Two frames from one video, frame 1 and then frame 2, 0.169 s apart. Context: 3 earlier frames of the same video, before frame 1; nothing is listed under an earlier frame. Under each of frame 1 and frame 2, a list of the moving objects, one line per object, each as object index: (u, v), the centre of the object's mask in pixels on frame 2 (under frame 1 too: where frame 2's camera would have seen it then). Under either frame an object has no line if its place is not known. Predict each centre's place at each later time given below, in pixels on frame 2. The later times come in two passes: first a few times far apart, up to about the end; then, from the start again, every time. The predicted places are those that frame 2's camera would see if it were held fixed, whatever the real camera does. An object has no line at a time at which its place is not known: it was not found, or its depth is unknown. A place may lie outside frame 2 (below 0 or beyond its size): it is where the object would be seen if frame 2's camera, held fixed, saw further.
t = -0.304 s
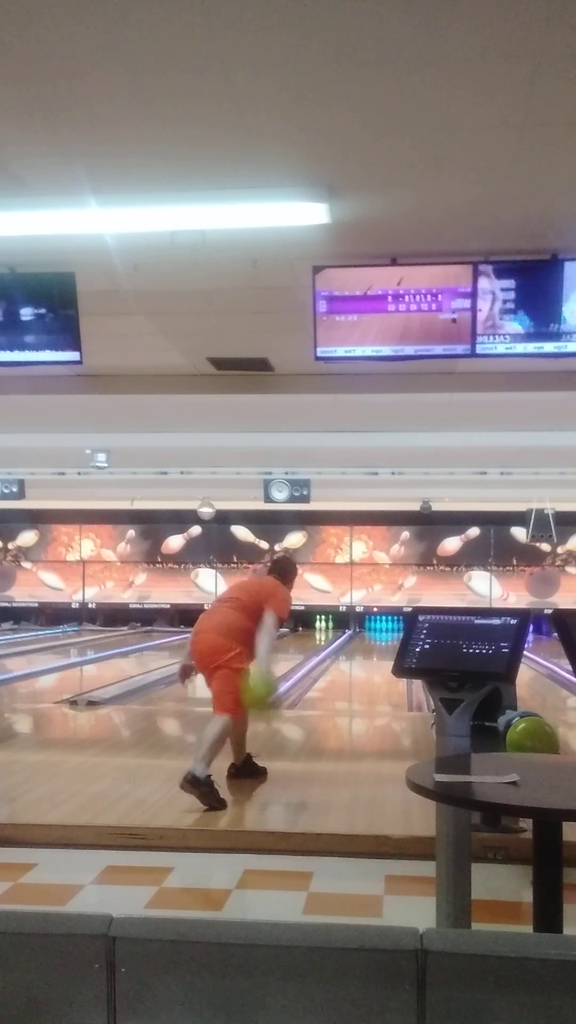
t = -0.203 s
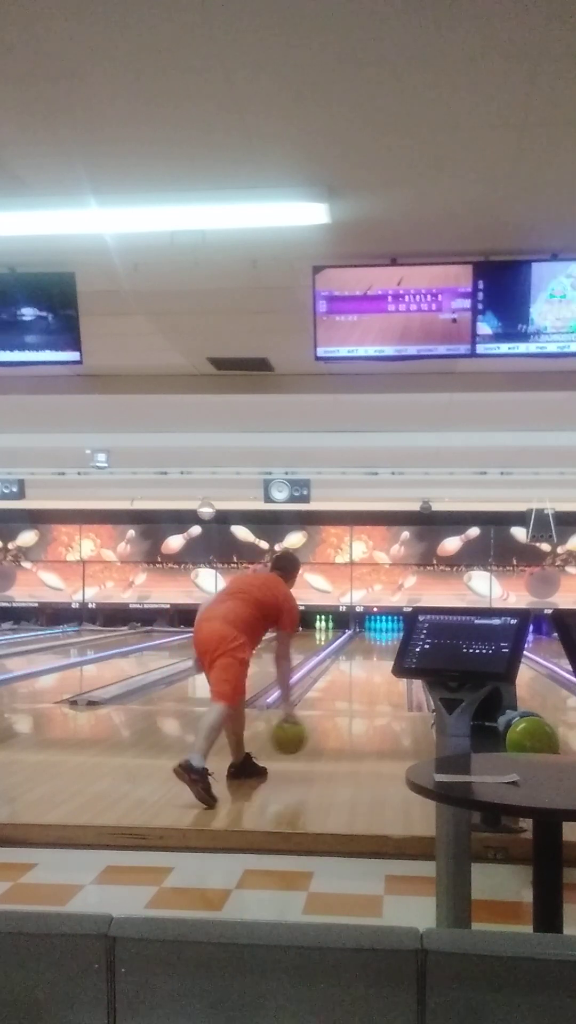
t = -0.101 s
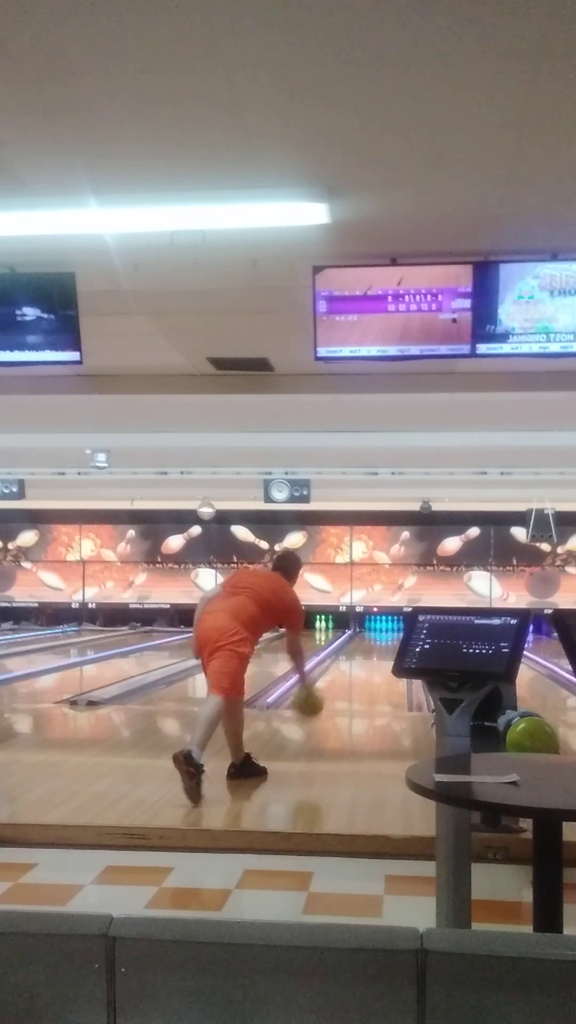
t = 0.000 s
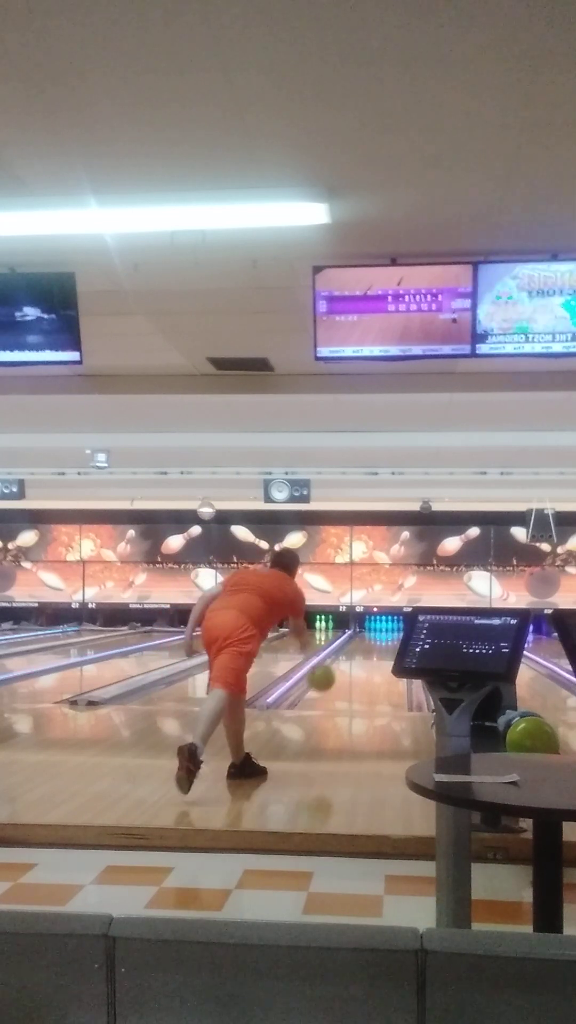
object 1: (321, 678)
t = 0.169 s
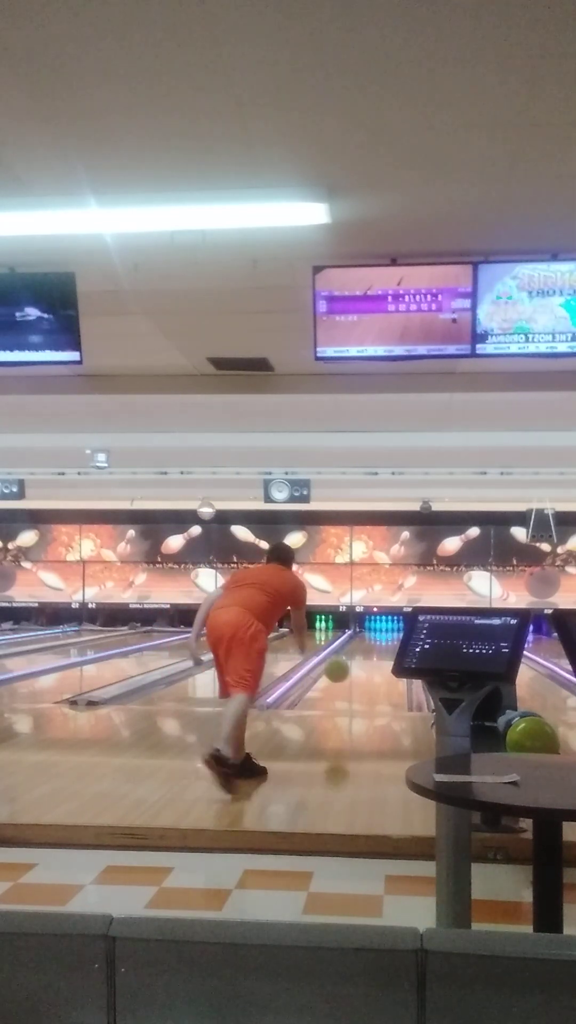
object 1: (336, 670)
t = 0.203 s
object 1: (339, 672)
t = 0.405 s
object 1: (352, 688)
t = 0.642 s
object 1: (364, 678)
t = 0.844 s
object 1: (372, 669)
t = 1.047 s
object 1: (378, 661)
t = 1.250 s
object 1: (382, 655)
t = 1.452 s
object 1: (386, 651)
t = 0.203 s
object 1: (339, 672)
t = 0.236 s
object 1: (342, 676)
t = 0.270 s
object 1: (344, 681)
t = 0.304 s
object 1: (346, 686)
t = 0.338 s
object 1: (349, 693)
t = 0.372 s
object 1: (351, 692)
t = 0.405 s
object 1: (352, 688)
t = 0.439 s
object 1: (354, 685)
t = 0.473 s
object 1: (356, 683)
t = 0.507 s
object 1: (358, 682)
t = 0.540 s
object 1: (359, 682)
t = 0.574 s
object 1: (361, 681)
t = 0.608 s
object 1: (363, 679)
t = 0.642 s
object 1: (364, 678)
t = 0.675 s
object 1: (366, 676)
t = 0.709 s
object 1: (367, 675)
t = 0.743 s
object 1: (369, 673)
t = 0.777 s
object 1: (370, 671)
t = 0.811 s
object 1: (371, 670)
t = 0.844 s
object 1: (372, 669)
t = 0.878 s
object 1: (373, 667)
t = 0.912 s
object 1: (374, 666)
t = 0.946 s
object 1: (375, 665)
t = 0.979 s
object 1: (376, 664)
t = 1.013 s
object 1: (377, 662)
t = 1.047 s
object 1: (378, 661)
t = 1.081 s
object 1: (378, 660)
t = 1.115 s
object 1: (379, 659)
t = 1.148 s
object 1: (380, 658)
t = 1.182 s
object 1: (381, 657)
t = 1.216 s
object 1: (381, 656)
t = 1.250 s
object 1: (382, 655)
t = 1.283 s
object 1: (382, 655)
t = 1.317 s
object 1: (383, 654)
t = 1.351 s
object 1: (384, 654)
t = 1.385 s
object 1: (384, 653)
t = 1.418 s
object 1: (385, 653)
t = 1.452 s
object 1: (386, 651)
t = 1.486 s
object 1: (386, 650)
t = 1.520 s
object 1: (387, 649)
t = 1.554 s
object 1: (388, 648)
